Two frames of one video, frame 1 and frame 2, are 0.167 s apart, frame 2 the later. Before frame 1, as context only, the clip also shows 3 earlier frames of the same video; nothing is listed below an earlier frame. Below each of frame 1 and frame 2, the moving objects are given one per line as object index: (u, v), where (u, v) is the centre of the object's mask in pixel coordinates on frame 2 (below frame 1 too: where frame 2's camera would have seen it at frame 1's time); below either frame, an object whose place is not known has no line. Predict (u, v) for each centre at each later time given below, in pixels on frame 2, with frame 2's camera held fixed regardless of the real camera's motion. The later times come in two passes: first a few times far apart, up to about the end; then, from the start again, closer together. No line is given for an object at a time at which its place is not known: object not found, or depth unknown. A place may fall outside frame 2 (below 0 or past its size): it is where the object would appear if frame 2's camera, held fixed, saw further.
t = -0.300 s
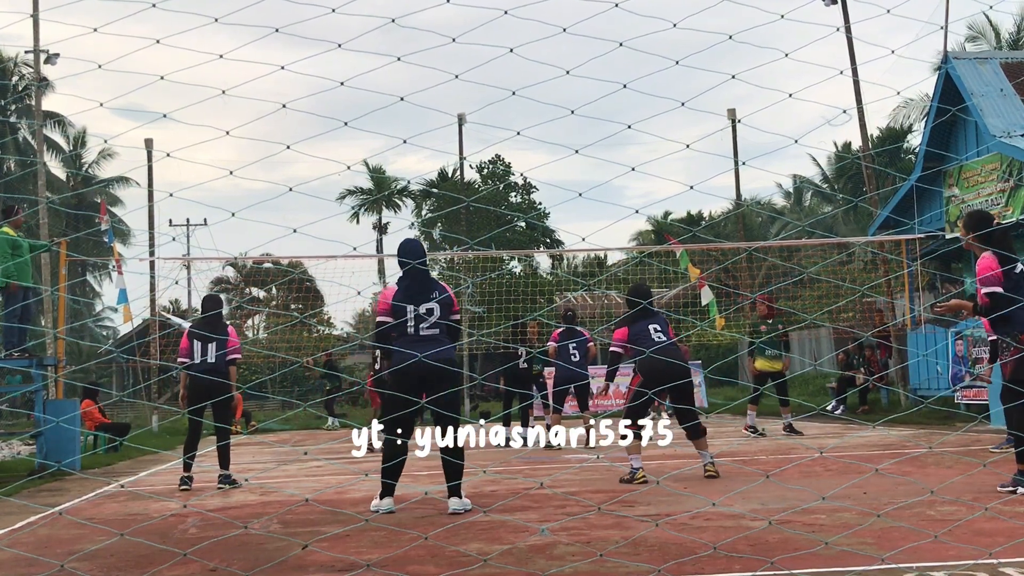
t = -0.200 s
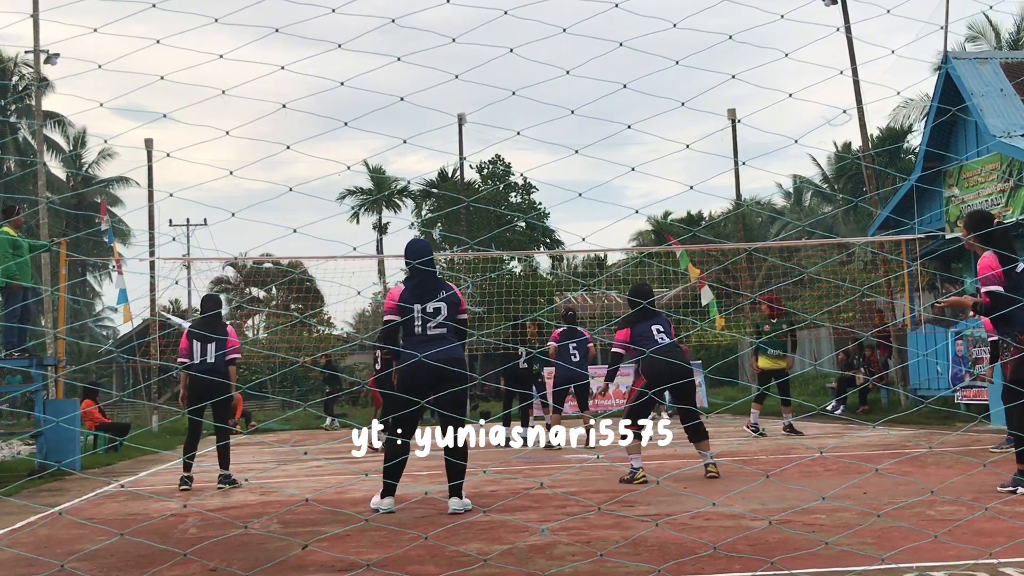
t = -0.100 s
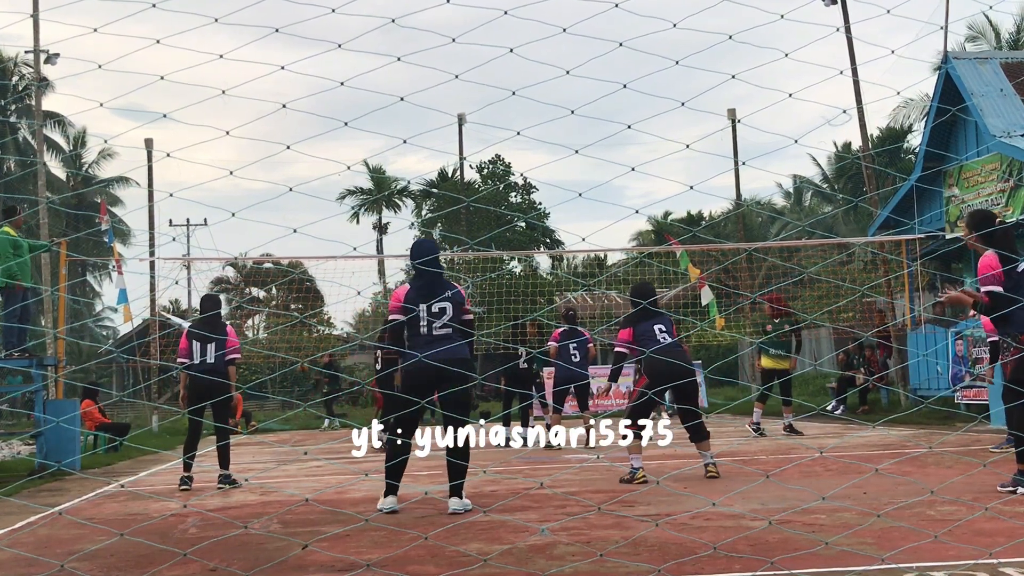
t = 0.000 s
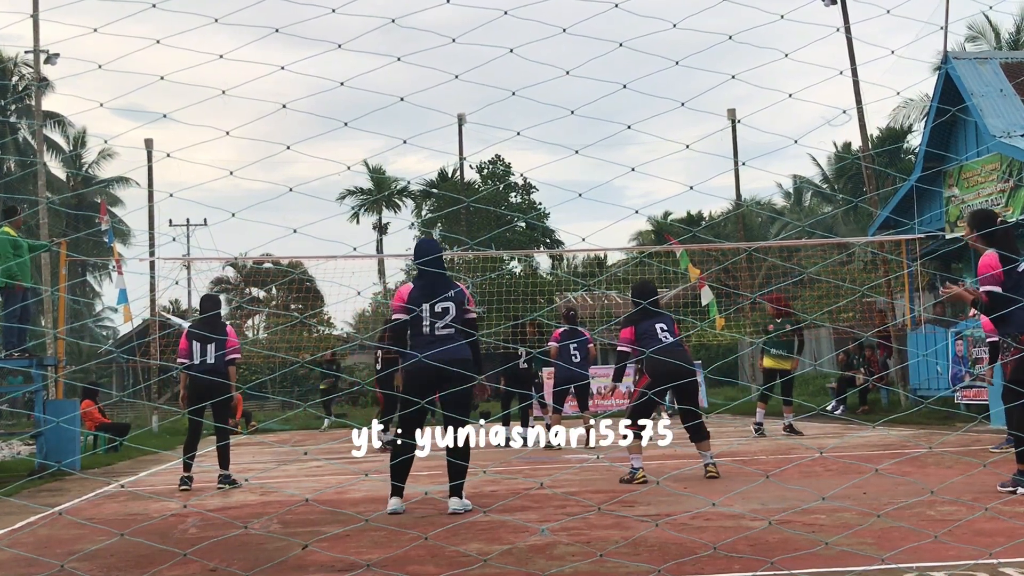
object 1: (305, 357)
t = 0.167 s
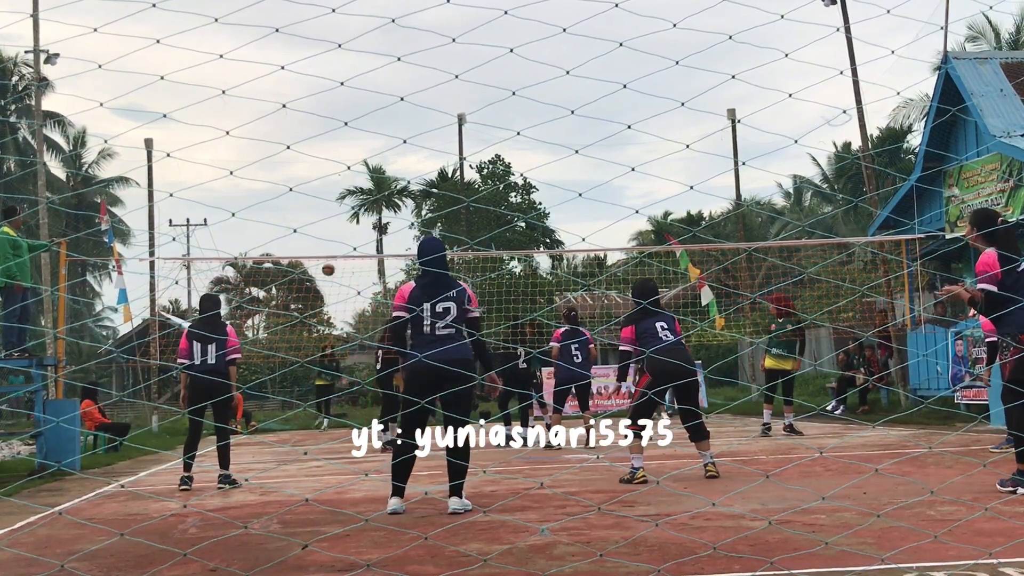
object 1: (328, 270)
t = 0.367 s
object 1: (362, 171)
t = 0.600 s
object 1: (409, 73)
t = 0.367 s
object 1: (362, 171)
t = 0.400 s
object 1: (368, 156)
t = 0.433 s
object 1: (375, 141)
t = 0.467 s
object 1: (381, 127)
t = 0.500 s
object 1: (388, 113)
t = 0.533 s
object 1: (395, 99)
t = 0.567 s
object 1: (402, 85)
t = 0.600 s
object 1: (409, 73)
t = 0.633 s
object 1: (416, 60)
